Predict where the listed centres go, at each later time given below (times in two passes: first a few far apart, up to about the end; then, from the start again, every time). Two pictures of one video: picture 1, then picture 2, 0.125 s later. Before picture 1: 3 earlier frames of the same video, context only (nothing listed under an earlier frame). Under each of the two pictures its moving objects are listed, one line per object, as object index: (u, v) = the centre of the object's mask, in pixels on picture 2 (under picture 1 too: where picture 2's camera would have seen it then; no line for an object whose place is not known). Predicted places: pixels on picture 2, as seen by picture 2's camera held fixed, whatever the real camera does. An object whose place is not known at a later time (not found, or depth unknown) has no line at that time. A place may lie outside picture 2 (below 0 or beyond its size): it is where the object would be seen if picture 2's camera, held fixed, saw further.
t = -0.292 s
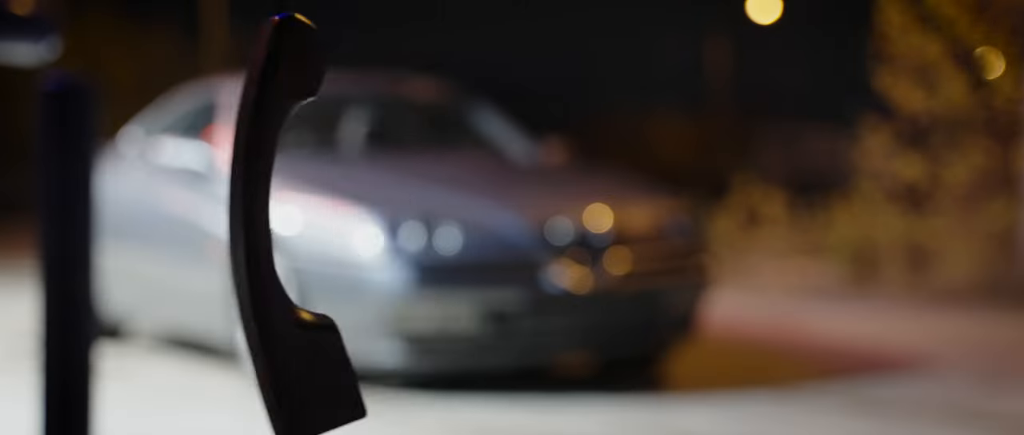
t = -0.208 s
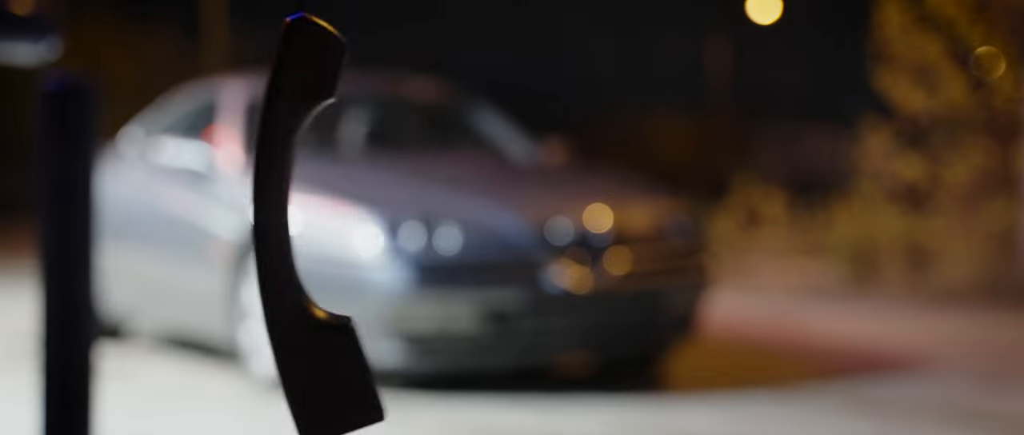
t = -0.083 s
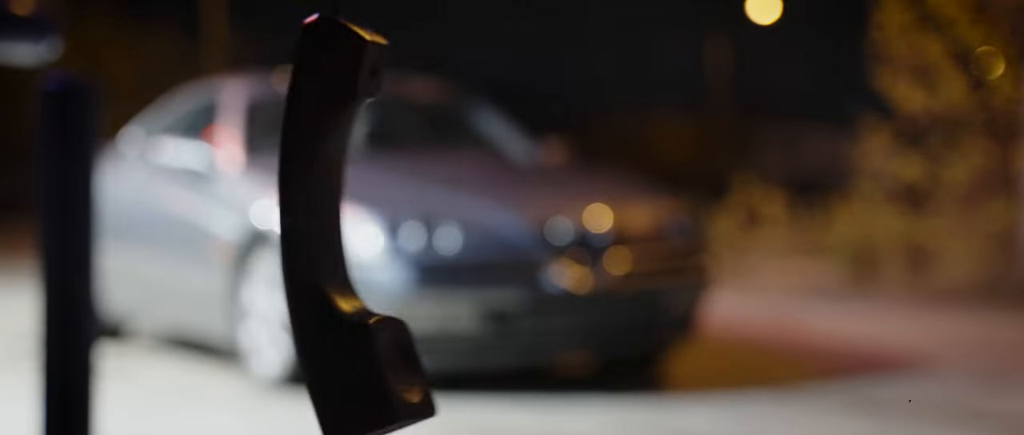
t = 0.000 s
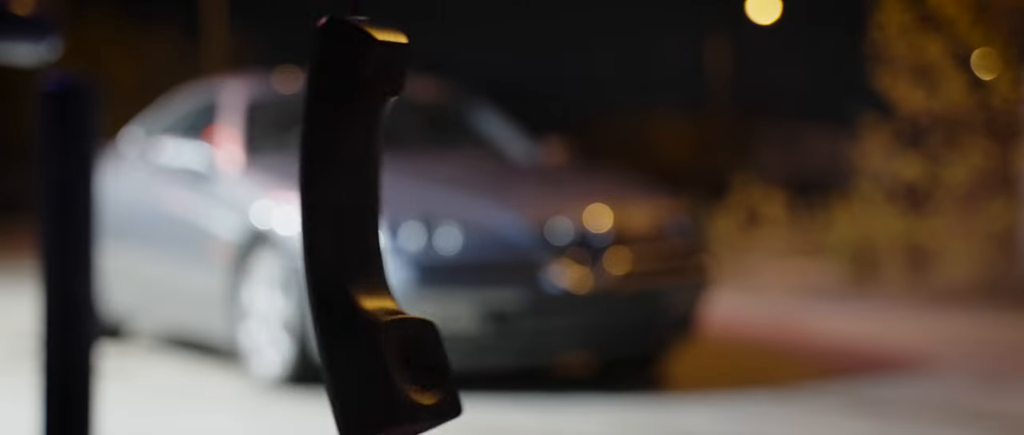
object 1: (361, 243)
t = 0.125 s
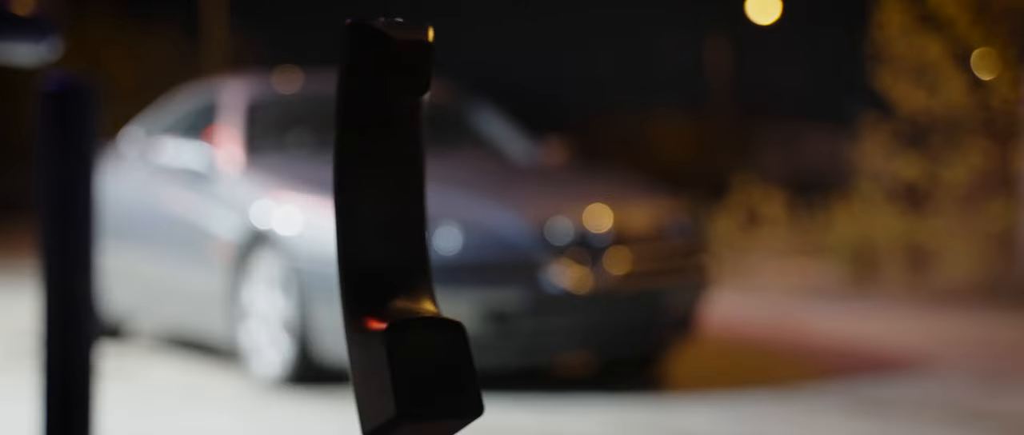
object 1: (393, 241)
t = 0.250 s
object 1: (411, 235)
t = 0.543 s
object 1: (387, 241)
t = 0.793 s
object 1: (324, 249)
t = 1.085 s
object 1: (264, 248)
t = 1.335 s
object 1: (263, 242)
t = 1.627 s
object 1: (317, 245)
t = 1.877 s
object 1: (373, 240)
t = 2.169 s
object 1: (376, 239)
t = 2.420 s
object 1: (307, 243)
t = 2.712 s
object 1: (239, 245)
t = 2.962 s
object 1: (252, 247)
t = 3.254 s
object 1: (328, 250)
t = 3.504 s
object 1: (389, 241)
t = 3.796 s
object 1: (369, 247)
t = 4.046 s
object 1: (295, 250)
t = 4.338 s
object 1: (241, 254)
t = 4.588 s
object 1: (262, 243)
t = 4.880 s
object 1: (321, 240)
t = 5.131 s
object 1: (362, 234)
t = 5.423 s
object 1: (366, 230)
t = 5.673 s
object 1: (351, 225)
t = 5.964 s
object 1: (327, 233)
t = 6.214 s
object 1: (306, 241)
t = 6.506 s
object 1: (298, 241)
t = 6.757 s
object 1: (293, 236)
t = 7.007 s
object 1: (297, 245)
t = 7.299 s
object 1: (324, 235)
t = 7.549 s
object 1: (334, 234)
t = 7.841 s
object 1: (324, 237)
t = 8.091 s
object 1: (303, 244)
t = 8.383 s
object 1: (305, 241)
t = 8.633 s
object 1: (307, 234)
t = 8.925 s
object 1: (335, 236)
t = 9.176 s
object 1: (362, 230)
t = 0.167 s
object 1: (401, 239)
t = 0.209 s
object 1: (406, 236)
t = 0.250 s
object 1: (411, 235)
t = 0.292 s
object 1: (414, 234)
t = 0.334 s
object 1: (414, 235)
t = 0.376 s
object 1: (413, 235)
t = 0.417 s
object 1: (410, 237)
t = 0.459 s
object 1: (405, 238)
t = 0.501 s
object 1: (395, 239)
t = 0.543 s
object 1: (387, 241)
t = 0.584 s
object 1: (379, 243)
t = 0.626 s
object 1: (368, 243)
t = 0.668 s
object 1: (356, 244)
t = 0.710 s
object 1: (346, 243)
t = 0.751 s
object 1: (336, 245)
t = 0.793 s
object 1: (324, 249)
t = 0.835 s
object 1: (310, 249)
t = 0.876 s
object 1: (299, 249)
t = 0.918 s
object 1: (287, 251)
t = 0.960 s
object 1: (279, 249)
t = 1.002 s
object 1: (273, 253)
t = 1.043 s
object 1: (268, 251)
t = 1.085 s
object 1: (264, 248)
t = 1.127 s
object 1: (260, 245)
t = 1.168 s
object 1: (258, 244)
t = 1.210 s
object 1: (258, 238)
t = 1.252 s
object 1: (258, 237)
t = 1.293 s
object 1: (260, 241)
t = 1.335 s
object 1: (263, 242)
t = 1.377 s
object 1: (269, 242)
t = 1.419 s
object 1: (274, 244)
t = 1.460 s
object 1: (281, 246)
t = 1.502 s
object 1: (289, 250)
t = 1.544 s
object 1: (298, 250)
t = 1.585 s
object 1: (308, 251)
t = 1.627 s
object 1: (317, 245)
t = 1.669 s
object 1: (326, 246)
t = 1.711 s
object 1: (337, 242)
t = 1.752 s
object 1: (347, 243)
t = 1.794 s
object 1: (357, 239)
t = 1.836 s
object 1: (366, 239)
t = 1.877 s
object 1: (373, 240)
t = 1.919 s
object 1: (379, 240)
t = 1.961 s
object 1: (383, 240)
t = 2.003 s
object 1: (386, 240)
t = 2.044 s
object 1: (386, 239)
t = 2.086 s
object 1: (385, 239)
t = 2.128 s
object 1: (382, 239)
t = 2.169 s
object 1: (376, 239)
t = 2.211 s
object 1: (369, 240)
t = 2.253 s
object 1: (361, 241)
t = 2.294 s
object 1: (349, 241)
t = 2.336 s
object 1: (337, 245)
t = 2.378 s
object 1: (322, 245)
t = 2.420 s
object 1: (307, 243)
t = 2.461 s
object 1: (293, 241)
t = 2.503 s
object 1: (280, 244)
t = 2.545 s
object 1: (268, 243)
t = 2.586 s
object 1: (258, 245)
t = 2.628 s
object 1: (250, 247)
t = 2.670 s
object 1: (244, 252)
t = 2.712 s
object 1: (239, 245)
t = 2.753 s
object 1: (238, 245)
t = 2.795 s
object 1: (237, 245)
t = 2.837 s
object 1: (238, 245)
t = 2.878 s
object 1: (241, 245)
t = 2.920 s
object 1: (245, 245)
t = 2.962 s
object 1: (252, 247)
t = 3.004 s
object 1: (258, 250)
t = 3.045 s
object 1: (267, 255)
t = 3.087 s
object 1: (276, 252)
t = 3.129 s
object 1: (288, 255)
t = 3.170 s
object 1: (300, 250)
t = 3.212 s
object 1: (314, 252)
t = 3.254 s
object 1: (328, 250)
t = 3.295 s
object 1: (343, 249)
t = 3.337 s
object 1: (356, 244)
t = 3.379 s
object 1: (369, 241)
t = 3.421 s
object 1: (378, 241)
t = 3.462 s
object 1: (384, 241)
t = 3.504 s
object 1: (389, 241)
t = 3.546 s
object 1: (393, 241)
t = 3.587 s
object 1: (394, 239)
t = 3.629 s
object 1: (393, 237)
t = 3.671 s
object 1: (389, 237)
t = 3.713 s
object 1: (384, 240)
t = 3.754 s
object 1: (377, 244)
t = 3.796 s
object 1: (369, 247)
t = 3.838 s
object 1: (360, 249)
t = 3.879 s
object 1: (350, 251)
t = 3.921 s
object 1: (336, 253)
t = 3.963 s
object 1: (323, 252)
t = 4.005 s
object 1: (309, 254)
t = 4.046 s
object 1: (295, 250)
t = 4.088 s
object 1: (282, 250)
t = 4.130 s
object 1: (271, 249)
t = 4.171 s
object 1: (261, 250)
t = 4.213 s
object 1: (253, 254)
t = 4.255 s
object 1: (247, 256)
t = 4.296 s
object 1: (243, 254)
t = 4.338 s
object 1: (241, 254)
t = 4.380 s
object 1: (240, 250)
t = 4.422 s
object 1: (241, 247)
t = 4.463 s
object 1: (244, 245)
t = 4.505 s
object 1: (249, 244)
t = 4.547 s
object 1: (256, 243)
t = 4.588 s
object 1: (262, 243)
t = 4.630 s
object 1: (269, 240)
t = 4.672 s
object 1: (277, 239)
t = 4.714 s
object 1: (286, 240)
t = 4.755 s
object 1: (294, 239)
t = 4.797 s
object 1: (303, 239)
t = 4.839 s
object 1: (313, 240)
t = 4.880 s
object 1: (321, 240)
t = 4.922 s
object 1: (330, 240)
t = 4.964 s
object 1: (338, 239)
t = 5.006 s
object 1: (345, 238)
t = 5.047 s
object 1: (351, 237)
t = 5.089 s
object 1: (358, 235)
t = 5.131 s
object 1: (362, 234)
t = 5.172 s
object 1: (363, 235)
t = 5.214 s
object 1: (363, 236)
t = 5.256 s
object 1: (363, 239)
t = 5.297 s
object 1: (362, 236)
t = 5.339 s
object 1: (363, 236)
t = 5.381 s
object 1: (363, 231)
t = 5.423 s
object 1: (366, 230)
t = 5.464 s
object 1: (366, 225)
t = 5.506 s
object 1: (363, 224)
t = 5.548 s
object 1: (360, 224)
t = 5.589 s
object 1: (357, 224)
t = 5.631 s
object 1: (354, 225)
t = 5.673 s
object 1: (351, 225)
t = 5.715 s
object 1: (347, 225)
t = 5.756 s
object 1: (344, 226)
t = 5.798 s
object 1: (340, 226)
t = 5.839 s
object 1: (337, 227)
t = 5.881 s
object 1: (334, 229)
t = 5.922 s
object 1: (330, 230)
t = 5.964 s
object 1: (327, 233)
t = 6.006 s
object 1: (324, 235)
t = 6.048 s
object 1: (321, 236)
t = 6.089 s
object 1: (319, 236)
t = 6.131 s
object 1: (317, 236)
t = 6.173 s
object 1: (311, 238)
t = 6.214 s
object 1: (306, 241)
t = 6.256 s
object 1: (302, 242)
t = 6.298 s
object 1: (298, 241)
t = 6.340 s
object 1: (298, 245)
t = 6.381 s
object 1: (298, 244)
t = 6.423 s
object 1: (298, 245)
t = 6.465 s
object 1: (298, 246)
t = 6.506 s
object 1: (298, 241)
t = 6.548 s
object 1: (296, 240)
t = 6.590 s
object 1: (295, 239)
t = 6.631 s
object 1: (293, 238)
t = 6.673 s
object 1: (293, 238)
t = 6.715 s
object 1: (293, 237)
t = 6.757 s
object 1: (293, 236)
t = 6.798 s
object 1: (294, 236)
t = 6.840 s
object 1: (296, 236)
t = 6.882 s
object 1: (297, 238)
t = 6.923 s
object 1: (296, 239)
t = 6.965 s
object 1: (296, 243)
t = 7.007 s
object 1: (297, 245)
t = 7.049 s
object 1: (299, 246)
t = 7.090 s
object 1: (303, 244)
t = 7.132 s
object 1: (309, 243)
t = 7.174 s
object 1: (316, 240)
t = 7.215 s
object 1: (318, 237)
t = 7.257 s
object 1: (321, 236)
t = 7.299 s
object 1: (324, 235)
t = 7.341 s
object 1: (327, 233)
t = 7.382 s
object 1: (329, 232)
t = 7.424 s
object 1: (331, 232)
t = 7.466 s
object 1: (333, 232)
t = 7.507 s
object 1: (334, 233)
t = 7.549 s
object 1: (334, 234)
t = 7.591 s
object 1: (334, 233)
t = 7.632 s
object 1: (334, 233)
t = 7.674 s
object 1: (333, 234)
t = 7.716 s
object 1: (331, 234)
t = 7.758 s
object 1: (329, 234)
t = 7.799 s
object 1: (327, 236)
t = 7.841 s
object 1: (324, 237)
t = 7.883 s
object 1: (322, 238)
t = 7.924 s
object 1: (319, 238)
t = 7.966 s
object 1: (314, 240)
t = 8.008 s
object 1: (309, 240)
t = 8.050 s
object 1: (305, 240)
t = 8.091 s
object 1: (303, 244)
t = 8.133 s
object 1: (303, 248)
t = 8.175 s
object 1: (303, 246)
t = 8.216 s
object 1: (304, 247)
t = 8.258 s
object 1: (305, 244)
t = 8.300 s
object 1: (305, 242)
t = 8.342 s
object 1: (306, 242)
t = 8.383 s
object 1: (305, 241)
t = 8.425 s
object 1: (304, 240)
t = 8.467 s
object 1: (304, 238)
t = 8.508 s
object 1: (305, 235)
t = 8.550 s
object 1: (307, 233)
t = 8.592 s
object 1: (306, 233)
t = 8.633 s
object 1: (307, 234)
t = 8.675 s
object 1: (308, 240)
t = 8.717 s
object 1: (309, 239)
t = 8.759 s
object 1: (312, 243)
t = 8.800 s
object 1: (315, 240)
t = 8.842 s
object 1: (321, 240)
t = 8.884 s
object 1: (327, 236)
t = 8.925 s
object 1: (335, 236)
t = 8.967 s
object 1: (339, 234)
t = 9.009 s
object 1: (342, 234)
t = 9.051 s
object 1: (347, 232)
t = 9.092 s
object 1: (351, 233)
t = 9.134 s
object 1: (357, 230)
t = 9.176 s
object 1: (362, 230)
